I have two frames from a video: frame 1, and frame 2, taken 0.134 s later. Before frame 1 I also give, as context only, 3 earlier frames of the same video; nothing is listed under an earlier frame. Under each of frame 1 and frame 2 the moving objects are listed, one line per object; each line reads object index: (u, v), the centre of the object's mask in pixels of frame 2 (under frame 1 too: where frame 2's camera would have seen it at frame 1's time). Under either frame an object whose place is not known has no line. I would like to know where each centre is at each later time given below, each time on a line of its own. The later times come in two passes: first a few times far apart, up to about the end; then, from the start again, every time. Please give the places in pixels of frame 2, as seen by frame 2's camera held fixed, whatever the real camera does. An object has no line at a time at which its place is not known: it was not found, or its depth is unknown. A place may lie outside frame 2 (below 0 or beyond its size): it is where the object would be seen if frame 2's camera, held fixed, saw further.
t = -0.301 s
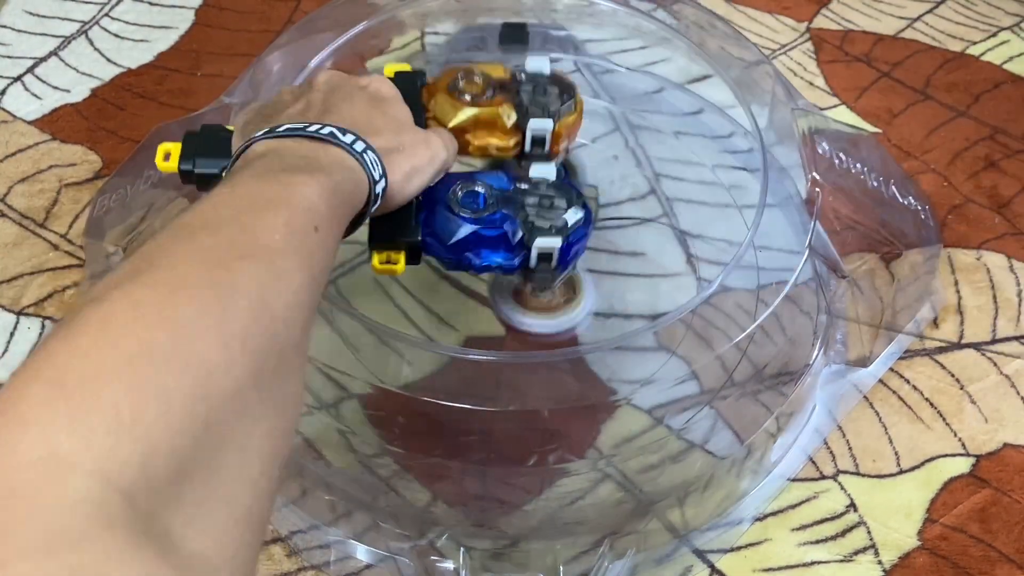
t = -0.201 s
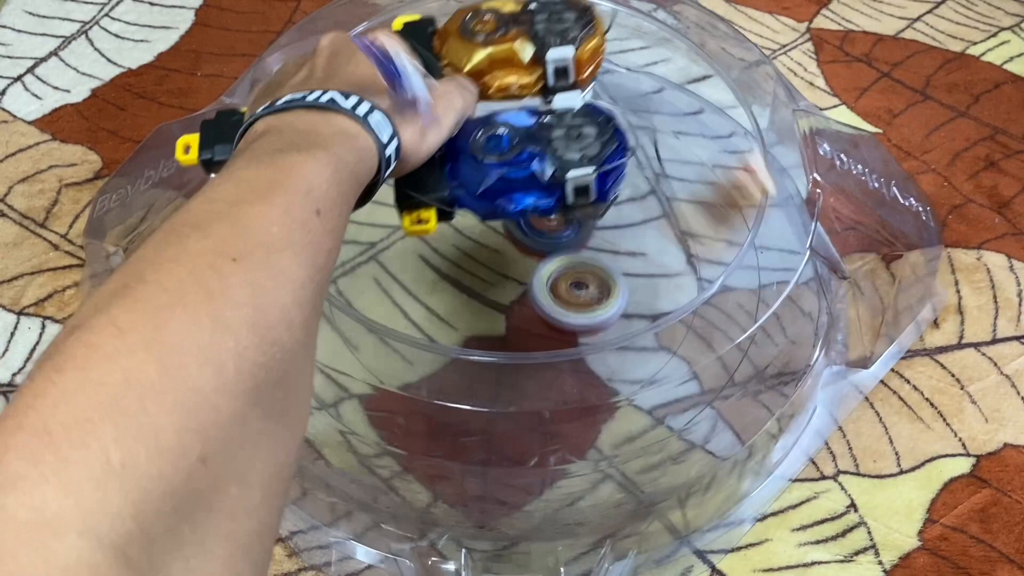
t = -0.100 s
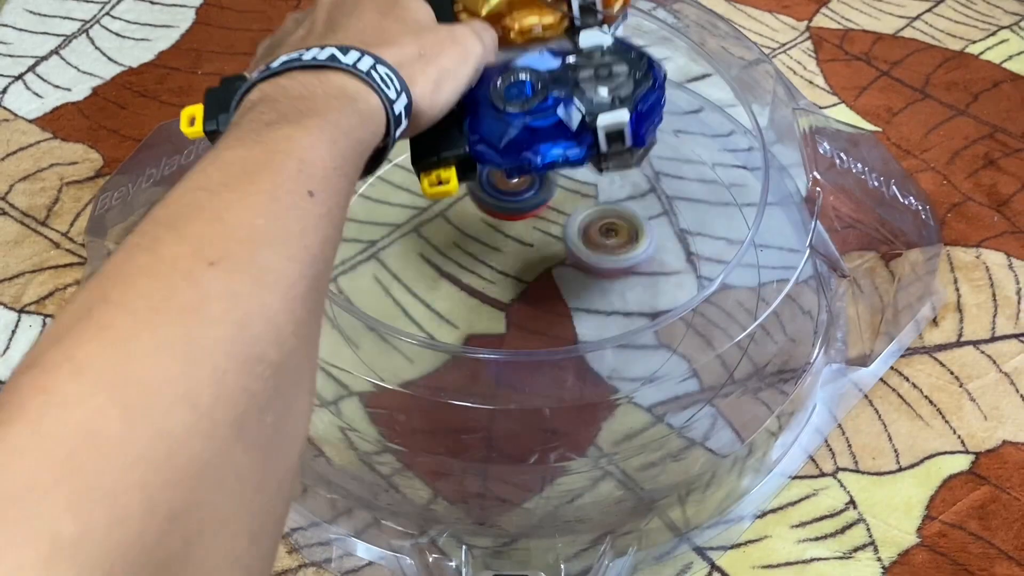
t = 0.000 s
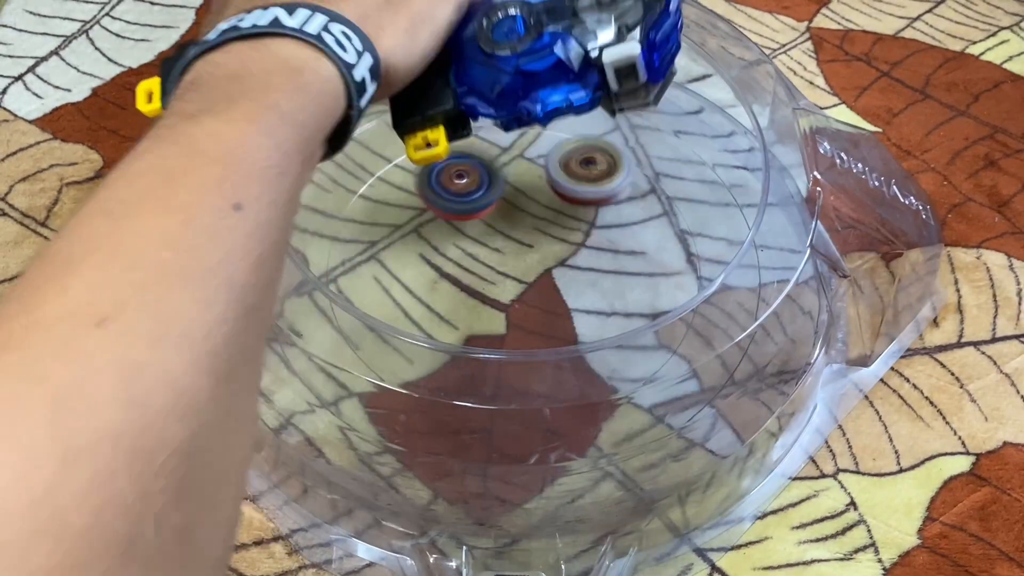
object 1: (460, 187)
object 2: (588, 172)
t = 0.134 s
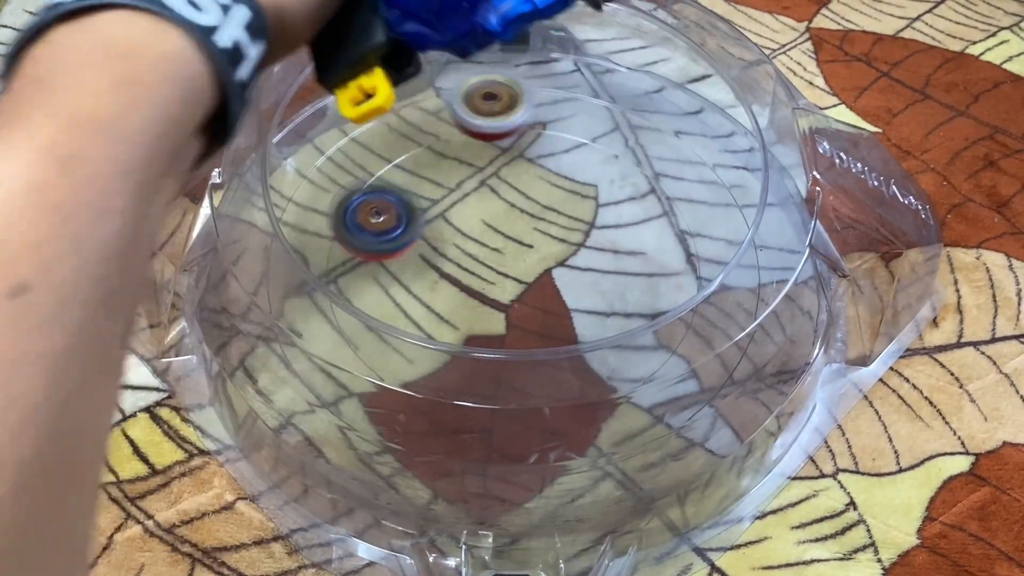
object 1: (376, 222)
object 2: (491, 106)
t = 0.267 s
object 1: (371, 327)
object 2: (369, 95)
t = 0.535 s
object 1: (726, 324)
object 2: (270, 250)
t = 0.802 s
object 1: (630, 95)
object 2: (477, 437)
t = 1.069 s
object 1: (280, 216)
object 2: (720, 346)
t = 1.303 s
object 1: (549, 445)
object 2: (721, 176)
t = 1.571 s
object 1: (623, 97)
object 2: (521, 61)
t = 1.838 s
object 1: (533, 145)
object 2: (297, 316)
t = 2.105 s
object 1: (504, 388)
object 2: (749, 368)
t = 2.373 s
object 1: (715, 400)
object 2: (732, 155)
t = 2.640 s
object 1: (755, 324)
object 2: (581, 54)
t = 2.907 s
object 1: (703, 240)
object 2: (398, 62)
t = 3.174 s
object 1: (520, 158)
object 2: (301, 184)
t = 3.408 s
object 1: (272, 253)
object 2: (420, 367)
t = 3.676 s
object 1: (368, 403)
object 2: (739, 375)
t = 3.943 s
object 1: (518, 439)
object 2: (719, 202)
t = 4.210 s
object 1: (567, 412)
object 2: (622, 99)
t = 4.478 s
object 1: (620, 315)
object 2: (498, 74)
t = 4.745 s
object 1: (482, 119)
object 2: (390, 98)
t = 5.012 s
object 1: (352, 276)
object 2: (243, 198)
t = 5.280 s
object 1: (605, 418)
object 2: (254, 292)
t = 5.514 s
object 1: (718, 348)
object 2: (383, 328)
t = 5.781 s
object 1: (746, 272)
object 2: (634, 259)
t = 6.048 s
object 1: (729, 224)
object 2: (583, 90)
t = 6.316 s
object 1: (691, 191)
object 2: (509, 97)
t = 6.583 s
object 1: (528, 160)
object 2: (418, 251)
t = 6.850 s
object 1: (365, 315)
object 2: (624, 362)
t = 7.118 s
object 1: (506, 440)
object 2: (725, 323)
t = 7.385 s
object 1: (575, 431)
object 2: (641, 249)
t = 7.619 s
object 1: (598, 410)
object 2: (440, 210)
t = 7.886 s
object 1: (616, 371)
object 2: (356, 326)
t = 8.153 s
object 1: (575, 198)
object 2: (511, 347)
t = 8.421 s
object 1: (341, 201)
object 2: (563, 174)
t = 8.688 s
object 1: (312, 312)
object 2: (408, 133)
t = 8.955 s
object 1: (356, 335)
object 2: (445, 299)
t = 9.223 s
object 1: (579, 316)
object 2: (668, 277)
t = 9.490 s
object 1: (539, 149)
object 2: (718, 186)
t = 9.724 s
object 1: (378, 178)
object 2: (691, 171)
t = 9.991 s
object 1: (460, 340)
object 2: (563, 180)
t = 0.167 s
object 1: (362, 243)
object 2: (459, 101)
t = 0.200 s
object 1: (358, 267)
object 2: (428, 99)
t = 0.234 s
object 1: (359, 295)
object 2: (398, 95)
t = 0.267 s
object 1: (371, 327)
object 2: (369, 95)
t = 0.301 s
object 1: (398, 352)
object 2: (342, 100)
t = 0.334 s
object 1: (434, 377)
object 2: (315, 107)
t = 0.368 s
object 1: (484, 390)
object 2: (301, 126)
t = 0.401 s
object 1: (540, 394)
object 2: (292, 146)
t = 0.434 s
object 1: (595, 387)
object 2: (281, 168)
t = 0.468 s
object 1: (647, 371)
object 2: (271, 191)
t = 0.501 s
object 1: (689, 346)
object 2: (266, 217)
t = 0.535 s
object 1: (726, 324)
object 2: (270, 250)
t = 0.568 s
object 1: (753, 299)
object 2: (278, 290)
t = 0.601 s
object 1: (759, 263)
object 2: (299, 321)
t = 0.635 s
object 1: (758, 236)
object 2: (322, 353)
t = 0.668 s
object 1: (739, 203)
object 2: (345, 379)
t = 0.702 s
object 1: (724, 173)
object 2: (370, 402)
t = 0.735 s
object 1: (704, 140)
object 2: (404, 418)
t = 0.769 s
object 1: (671, 115)
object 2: (440, 428)
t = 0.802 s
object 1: (630, 95)
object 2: (477, 437)
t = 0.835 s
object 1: (583, 79)
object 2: (512, 441)
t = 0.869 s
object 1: (530, 72)
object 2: (550, 436)
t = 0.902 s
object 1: (474, 72)
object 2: (585, 430)
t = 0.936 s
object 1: (423, 85)
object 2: (620, 421)
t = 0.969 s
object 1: (373, 106)
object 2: (652, 405)
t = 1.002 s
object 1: (332, 137)
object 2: (678, 389)
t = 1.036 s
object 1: (303, 174)
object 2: (701, 367)
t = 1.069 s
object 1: (280, 216)
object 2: (720, 346)
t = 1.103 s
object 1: (276, 262)
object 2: (737, 325)
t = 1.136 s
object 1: (282, 310)
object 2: (744, 299)
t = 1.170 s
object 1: (307, 354)
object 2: (747, 271)
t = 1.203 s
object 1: (350, 396)
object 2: (750, 247)
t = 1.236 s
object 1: (407, 428)
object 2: (744, 222)
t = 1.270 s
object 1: (475, 444)
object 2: (733, 198)
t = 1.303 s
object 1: (549, 445)
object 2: (721, 176)
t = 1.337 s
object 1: (625, 430)
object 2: (708, 155)
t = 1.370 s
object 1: (689, 394)
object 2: (691, 136)
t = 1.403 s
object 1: (734, 343)
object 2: (670, 120)
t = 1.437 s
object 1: (754, 282)
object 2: (648, 105)
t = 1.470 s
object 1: (748, 219)
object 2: (621, 95)
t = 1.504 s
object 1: (720, 164)
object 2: (597, 86)
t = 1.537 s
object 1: (670, 117)
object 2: (567, 79)
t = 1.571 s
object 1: (623, 97)
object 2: (521, 61)
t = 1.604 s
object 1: (604, 97)
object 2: (453, 48)
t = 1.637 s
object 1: (589, 97)
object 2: (382, 70)
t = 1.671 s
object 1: (577, 100)
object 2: (322, 99)
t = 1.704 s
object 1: (570, 103)
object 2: (281, 145)
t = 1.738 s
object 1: (567, 108)
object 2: (260, 202)
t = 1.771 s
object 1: (561, 119)
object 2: (237, 260)
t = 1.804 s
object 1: (550, 130)
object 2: (249, 296)
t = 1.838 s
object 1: (533, 145)
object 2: (297, 316)
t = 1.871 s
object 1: (513, 162)
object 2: (339, 335)
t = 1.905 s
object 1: (494, 180)
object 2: (384, 357)
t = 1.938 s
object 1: (474, 204)
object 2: (432, 376)
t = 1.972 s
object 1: (458, 234)
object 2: (491, 390)
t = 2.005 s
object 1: (448, 267)
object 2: (555, 396)
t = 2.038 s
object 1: (459, 327)
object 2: (668, 393)
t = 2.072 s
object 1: (478, 359)
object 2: (714, 378)
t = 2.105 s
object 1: (504, 388)
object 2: (749, 368)
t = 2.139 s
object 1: (540, 402)
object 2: (761, 336)
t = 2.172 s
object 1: (577, 421)
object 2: (763, 307)
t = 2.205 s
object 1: (613, 438)
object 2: (765, 283)
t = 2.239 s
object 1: (643, 439)
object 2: (761, 257)
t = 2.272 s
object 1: (669, 437)
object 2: (758, 234)
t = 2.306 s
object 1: (686, 421)
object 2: (752, 203)
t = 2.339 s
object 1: (700, 409)
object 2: (743, 176)
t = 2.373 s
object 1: (715, 400)
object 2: (732, 155)
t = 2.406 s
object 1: (729, 390)
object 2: (717, 136)
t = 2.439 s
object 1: (737, 379)
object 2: (707, 117)
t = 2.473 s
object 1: (742, 368)
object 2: (692, 102)
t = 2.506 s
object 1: (746, 359)
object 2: (672, 89)
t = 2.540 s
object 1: (749, 350)
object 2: (649, 78)
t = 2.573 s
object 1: (752, 343)
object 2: (627, 69)
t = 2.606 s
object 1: (755, 335)
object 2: (603, 61)
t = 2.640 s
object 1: (755, 324)
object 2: (581, 54)
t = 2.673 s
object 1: (754, 316)
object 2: (558, 50)
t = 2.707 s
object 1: (753, 307)
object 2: (535, 48)
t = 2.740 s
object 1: (748, 295)
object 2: (511, 47)
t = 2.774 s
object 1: (740, 281)
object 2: (488, 47)
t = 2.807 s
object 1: (733, 270)
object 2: (464, 48)
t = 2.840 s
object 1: (726, 260)
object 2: (441, 52)
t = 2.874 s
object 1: (719, 251)
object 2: (419, 56)
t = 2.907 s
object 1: (703, 240)
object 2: (398, 62)
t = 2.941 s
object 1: (699, 234)
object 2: (377, 72)
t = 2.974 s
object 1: (692, 227)
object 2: (355, 80)
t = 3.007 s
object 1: (675, 218)
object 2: (335, 91)
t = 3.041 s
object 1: (654, 207)
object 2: (321, 104)
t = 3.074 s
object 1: (629, 194)
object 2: (301, 118)
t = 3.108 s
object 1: (597, 179)
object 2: (294, 137)
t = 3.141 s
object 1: (560, 167)
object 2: (294, 158)
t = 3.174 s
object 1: (520, 158)
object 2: (301, 184)
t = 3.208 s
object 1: (477, 155)
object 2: (305, 208)
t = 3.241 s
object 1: (436, 157)
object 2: (309, 231)
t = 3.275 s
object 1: (396, 166)
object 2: (317, 252)
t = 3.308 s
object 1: (357, 182)
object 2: (330, 280)
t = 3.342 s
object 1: (327, 202)
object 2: (353, 309)
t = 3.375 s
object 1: (299, 226)
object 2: (381, 339)
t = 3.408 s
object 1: (272, 253)
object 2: (420, 367)
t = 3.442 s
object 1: (267, 271)
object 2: (466, 387)
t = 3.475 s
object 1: (283, 299)
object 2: (523, 401)
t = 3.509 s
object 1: (289, 321)
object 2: (571, 411)
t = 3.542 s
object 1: (297, 342)
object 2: (619, 420)
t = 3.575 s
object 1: (308, 362)
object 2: (661, 411)
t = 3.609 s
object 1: (331, 377)
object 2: (699, 404)
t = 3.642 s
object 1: (351, 392)
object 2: (724, 397)
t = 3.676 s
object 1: (368, 403)
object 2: (739, 375)
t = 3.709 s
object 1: (382, 414)
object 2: (747, 354)
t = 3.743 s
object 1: (396, 421)
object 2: (755, 334)
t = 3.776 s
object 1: (417, 427)
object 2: (759, 314)
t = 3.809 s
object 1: (446, 431)
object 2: (762, 297)
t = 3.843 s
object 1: (472, 437)
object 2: (759, 272)
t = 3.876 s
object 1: (493, 440)
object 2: (750, 247)
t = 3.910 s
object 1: (507, 439)
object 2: (737, 225)
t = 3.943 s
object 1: (518, 439)
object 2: (719, 202)
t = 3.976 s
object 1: (527, 438)
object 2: (711, 183)
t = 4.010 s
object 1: (534, 436)
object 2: (701, 168)
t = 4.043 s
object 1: (541, 432)
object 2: (688, 154)
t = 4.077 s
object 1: (546, 430)
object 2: (677, 140)
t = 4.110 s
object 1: (552, 425)
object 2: (663, 129)
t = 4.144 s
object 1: (557, 421)
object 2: (650, 118)
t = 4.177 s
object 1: (562, 417)
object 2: (636, 106)
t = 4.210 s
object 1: (567, 412)
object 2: (622, 99)
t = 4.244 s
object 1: (572, 409)
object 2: (608, 91)
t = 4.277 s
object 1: (577, 404)
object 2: (592, 85)
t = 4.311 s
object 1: (582, 397)
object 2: (575, 81)
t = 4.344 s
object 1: (587, 391)
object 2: (558, 78)
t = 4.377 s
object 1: (597, 382)
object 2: (543, 75)
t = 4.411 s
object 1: (606, 364)
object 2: (527, 74)
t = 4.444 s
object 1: (616, 342)
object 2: (512, 73)
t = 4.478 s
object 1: (620, 315)
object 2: (498, 74)
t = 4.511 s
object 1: (627, 289)
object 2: (482, 74)
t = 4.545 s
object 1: (628, 261)
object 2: (468, 75)
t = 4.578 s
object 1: (620, 230)
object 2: (455, 78)
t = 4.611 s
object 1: (605, 199)
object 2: (441, 81)
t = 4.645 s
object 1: (581, 172)
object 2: (427, 84)
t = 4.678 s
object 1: (551, 148)
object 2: (415, 88)
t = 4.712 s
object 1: (518, 131)
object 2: (401, 93)
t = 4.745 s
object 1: (482, 119)
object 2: (390, 98)
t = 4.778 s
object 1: (458, 122)
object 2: (362, 96)
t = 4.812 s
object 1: (439, 132)
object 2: (332, 96)
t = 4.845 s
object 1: (418, 146)
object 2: (315, 109)
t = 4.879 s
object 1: (395, 165)
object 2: (297, 129)
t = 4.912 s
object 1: (375, 187)
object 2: (283, 147)
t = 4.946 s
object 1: (359, 215)
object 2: (266, 166)
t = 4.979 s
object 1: (349, 246)
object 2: (254, 182)
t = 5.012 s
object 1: (352, 276)
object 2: (243, 198)
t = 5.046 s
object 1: (362, 310)
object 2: (227, 213)
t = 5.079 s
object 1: (381, 340)
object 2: (215, 230)
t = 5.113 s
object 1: (410, 365)
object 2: (203, 246)
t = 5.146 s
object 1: (453, 389)
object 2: (198, 265)
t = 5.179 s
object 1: (499, 403)
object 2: (212, 278)
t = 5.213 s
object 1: (542, 409)
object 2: (231, 281)
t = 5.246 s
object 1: (578, 413)
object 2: (247, 286)
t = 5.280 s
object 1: (605, 418)
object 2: (254, 292)
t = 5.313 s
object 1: (632, 420)
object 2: (268, 296)
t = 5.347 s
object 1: (657, 410)
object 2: (286, 308)
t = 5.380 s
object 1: (671, 392)
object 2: (302, 313)
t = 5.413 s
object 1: (685, 377)
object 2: (318, 316)
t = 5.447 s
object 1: (696, 365)
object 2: (338, 317)
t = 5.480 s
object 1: (708, 355)
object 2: (357, 322)
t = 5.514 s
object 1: (718, 348)
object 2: (383, 328)
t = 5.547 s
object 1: (725, 340)
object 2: (413, 334)
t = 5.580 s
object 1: (731, 330)
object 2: (450, 340)
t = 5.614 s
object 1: (736, 319)
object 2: (491, 342)
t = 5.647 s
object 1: (741, 308)
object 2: (531, 336)
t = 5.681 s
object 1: (743, 298)
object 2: (565, 324)
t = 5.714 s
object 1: (744, 289)
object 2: (593, 303)
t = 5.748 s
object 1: (746, 280)
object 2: (617, 286)
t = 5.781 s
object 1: (746, 272)
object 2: (634, 259)
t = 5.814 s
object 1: (745, 264)
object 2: (642, 234)
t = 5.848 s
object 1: (745, 258)
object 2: (644, 205)
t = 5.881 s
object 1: (744, 252)
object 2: (641, 180)
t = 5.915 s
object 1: (743, 245)
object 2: (633, 155)
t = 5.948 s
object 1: (739, 239)
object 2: (617, 132)
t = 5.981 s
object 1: (737, 234)
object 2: (603, 116)
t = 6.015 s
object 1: (734, 228)
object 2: (592, 103)
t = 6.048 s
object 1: (729, 224)
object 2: (583, 90)
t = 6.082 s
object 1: (725, 219)
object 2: (577, 81)
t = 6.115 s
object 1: (715, 213)
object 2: (571, 73)
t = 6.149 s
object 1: (714, 210)
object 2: (561, 72)
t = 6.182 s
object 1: (712, 206)
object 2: (547, 75)
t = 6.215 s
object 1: (708, 203)
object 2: (534, 79)
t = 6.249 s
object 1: (704, 198)
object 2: (525, 85)
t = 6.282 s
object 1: (697, 195)
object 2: (517, 91)
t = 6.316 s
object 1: (691, 191)
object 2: (509, 97)
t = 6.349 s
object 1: (685, 188)
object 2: (500, 105)
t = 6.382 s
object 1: (676, 183)
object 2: (490, 116)
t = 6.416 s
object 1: (663, 180)
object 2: (476, 130)
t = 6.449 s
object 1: (645, 176)
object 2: (459, 147)
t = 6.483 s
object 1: (620, 171)
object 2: (441, 166)
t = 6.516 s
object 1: (593, 165)
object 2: (427, 192)
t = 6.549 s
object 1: (561, 161)
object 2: (419, 222)
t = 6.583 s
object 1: (528, 160)
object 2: (418, 251)
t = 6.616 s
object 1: (493, 163)
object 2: (426, 280)
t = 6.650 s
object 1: (459, 172)
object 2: (441, 305)
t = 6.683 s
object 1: (426, 187)
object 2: (463, 327)
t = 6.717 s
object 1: (398, 207)
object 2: (490, 346)
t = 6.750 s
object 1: (376, 232)
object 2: (521, 359)
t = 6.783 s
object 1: (362, 258)
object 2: (555, 366)
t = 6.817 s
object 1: (360, 286)
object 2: (590, 368)
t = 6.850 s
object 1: (365, 315)
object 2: (624, 362)
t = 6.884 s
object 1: (374, 347)
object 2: (652, 357)
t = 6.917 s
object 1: (395, 374)
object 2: (679, 354)
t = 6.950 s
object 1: (419, 400)
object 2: (695, 350)
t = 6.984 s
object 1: (438, 412)
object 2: (708, 349)
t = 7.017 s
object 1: (455, 427)
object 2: (720, 347)
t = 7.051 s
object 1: (468, 440)
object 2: (726, 341)
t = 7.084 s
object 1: (483, 441)
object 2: (726, 331)
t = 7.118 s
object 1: (506, 440)
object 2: (725, 323)
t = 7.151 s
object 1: (522, 436)
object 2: (718, 314)
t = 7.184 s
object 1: (536, 435)
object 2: (711, 307)
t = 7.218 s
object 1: (546, 434)
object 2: (704, 300)
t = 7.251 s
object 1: (553, 434)
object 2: (694, 292)
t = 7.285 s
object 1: (559, 434)
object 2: (683, 285)
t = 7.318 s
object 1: (564, 432)
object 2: (670, 276)
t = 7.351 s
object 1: (570, 433)
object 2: (656, 264)
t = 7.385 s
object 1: (575, 431)
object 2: (641, 249)
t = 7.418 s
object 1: (579, 429)
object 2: (619, 234)
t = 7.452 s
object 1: (584, 426)
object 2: (593, 220)
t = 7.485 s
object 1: (585, 424)
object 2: (564, 211)
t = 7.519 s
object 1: (589, 421)
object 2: (534, 205)
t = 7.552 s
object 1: (592, 417)
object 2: (501, 202)
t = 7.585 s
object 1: (594, 415)
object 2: (470, 203)
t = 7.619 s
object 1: (598, 410)
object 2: (440, 210)
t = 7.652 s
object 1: (600, 408)
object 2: (412, 219)
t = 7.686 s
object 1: (604, 404)
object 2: (387, 232)
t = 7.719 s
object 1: (605, 400)
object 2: (366, 248)
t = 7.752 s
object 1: (608, 395)
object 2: (353, 264)
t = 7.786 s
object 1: (610, 390)
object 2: (345, 280)
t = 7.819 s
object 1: (612, 386)
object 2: (342, 297)
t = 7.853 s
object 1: (614, 380)
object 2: (349, 313)
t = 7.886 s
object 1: (616, 371)
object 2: (356, 326)
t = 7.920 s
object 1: (620, 355)
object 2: (362, 337)
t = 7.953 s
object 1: (622, 336)
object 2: (370, 343)
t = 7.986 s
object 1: (622, 314)
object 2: (384, 348)
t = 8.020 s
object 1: (624, 291)
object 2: (405, 355)
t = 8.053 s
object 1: (623, 269)
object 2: (430, 359)
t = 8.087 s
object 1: (614, 244)
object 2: (456, 359)
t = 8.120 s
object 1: (599, 219)
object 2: (483, 356)
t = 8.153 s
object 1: (575, 198)
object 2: (511, 347)
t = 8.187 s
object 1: (548, 180)
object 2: (536, 334)
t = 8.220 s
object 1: (515, 166)
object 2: (558, 312)
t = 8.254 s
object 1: (483, 159)
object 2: (575, 294)
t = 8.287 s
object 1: (449, 157)
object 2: (585, 269)
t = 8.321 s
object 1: (418, 162)
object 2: (587, 245)
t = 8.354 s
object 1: (388, 170)
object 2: (583, 219)
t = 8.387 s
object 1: (363, 183)
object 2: (575, 197)
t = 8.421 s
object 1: (341, 201)
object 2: (563, 174)
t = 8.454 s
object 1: (328, 223)
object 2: (546, 154)
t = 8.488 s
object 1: (320, 243)
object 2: (527, 137)
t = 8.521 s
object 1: (313, 264)
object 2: (506, 126)
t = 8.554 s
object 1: (309, 280)
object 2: (486, 117)
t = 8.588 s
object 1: (308, 294)
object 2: (465, 113)
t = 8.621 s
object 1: (308, 301)
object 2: (443, 115)
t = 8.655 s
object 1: (311, 307)
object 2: (424, 123)
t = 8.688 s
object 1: (312, 312)
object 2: (408, 133)
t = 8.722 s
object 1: (316, 315)
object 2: (394, 149)
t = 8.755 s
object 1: (319, 318)
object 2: (384, 166)
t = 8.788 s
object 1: (323, 320)
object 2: (381, 186)
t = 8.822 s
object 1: (327, 321)
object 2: (381, 210)
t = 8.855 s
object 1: (332, 322)
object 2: (389, 235)
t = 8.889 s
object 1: (339, 328)
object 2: (403, 259)
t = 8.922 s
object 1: (346, 330)
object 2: (423, 279)
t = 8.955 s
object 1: (356, 335)
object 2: (445, 299)
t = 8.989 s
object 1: (371, 339)
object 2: (473, 312)
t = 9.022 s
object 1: (395, 346)
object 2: (505, 323)
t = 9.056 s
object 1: (421, 354)
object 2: (535, 327)
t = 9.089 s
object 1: (453, 358)
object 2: (565, 324)
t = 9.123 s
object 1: (487, 359)
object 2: (598, 318)
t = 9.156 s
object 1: (522, 349)
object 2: (626, 306)
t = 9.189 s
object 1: (549, 334)
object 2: (650, 293)
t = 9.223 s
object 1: (579, 316)
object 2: (668, 277)
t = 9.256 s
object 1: (595, 302)
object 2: (686, 257)
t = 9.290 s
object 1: (607, 281)
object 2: (697, 237)
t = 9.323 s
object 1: (611, 256)
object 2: (709, 222)
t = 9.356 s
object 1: (608, 231)
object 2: (717, 211)
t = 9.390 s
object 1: (597, 206)
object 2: (735, 205)
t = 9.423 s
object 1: (584, 182)
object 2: (741, 195)
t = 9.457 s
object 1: (563, 165)
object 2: (734, 189)
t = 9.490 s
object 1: (539, 149)
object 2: (718, 186)
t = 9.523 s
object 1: (511, 140)
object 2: (713, 182)
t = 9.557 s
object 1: (485, 135)
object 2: (711, 178)
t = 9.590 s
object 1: (460, 134)
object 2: (709, 175)
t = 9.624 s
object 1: (435, 138)
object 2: (705, 173)
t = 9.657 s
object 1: (413, 147)
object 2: (701, 172)
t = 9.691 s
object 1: (393, 161)
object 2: (696, 172)
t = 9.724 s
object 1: (378, 178)
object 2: (691, 171)
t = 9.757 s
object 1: (367, 194)
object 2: (684, 171)
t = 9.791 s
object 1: (360, 219)
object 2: (676, 171)
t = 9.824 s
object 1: (360, 240)
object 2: (666, 172)
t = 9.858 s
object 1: (367, 264)
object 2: (654, 175)
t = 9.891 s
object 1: (385, 285)
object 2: (635, 176)
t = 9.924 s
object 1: (404, 303)
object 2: (614, 176)
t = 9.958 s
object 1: (429, 325)
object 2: (590, 177)
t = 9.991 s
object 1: (460, 340)
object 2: (563, 180)
